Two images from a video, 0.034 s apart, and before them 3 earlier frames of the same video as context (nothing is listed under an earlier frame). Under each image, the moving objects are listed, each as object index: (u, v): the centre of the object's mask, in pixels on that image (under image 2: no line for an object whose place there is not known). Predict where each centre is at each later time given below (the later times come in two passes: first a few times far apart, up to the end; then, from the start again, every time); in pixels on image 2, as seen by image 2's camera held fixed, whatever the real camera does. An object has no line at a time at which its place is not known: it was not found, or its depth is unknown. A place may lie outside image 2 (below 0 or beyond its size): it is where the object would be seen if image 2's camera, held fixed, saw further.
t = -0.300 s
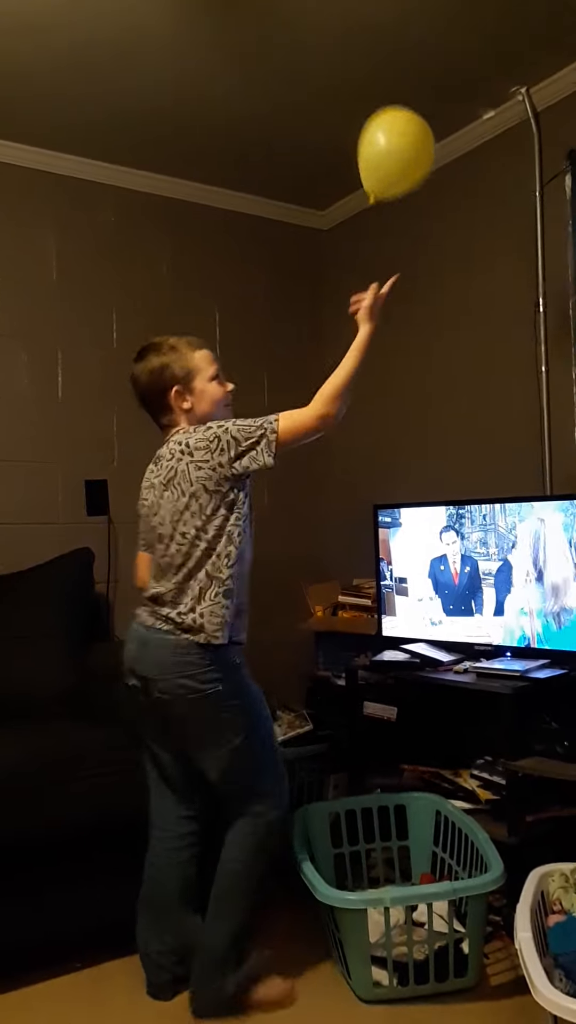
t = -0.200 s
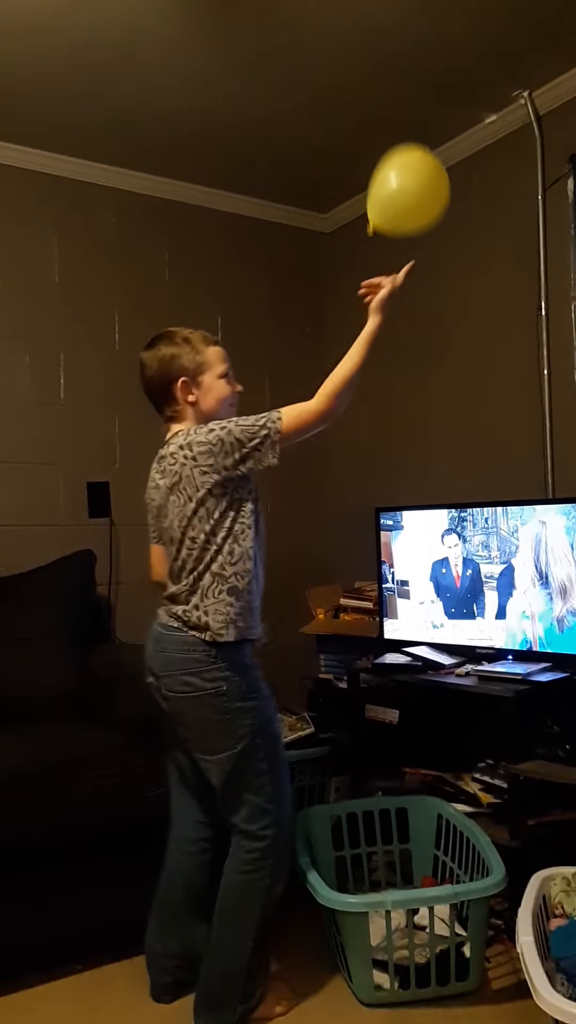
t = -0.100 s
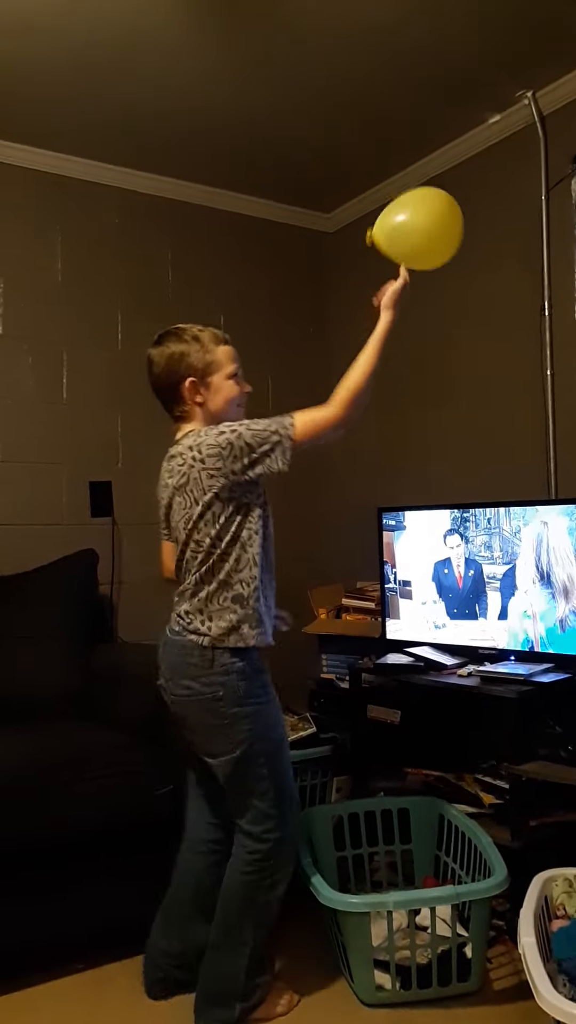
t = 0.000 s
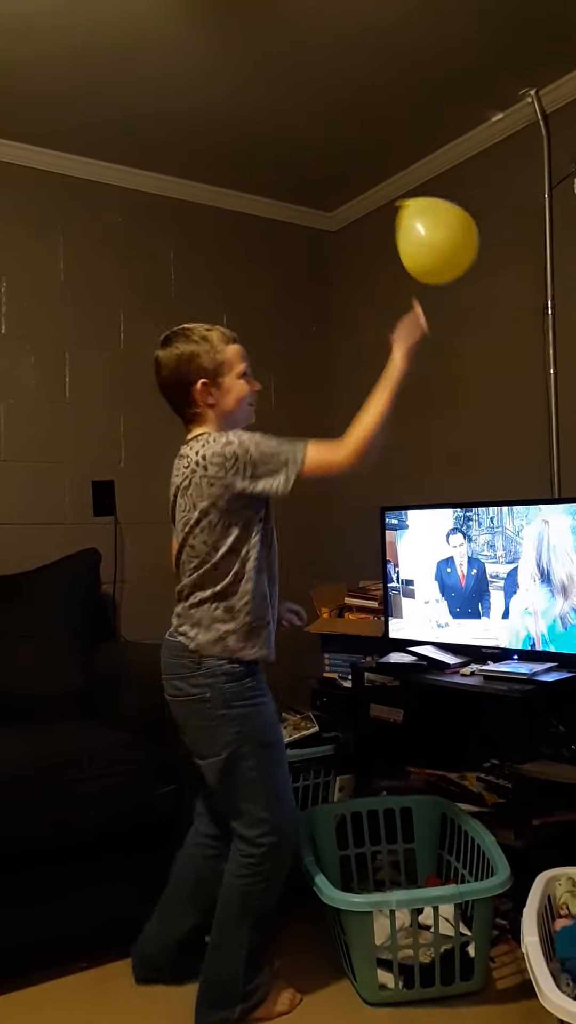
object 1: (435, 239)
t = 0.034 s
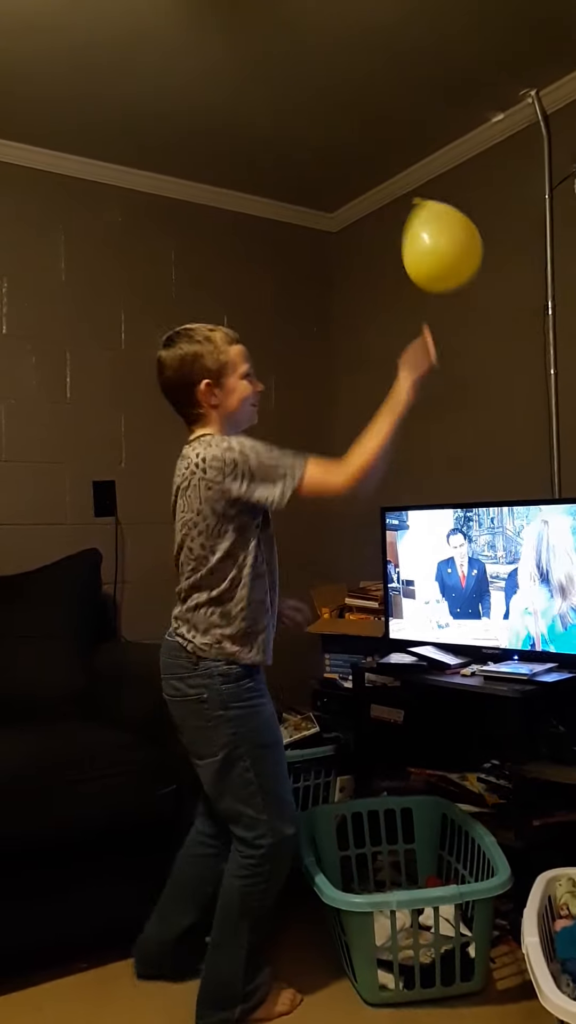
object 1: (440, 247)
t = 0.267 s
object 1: (461, 333)
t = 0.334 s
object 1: (464, 367)
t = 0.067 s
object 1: (444, 256)
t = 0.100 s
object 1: (448, 265)
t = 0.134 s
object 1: (451, 276)
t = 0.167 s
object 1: (455, 289)
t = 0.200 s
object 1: (457, 303)
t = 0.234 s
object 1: (460, 317)
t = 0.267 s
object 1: (461, 333)
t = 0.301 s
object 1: (463, 350)
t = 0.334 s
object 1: (464, 367)
